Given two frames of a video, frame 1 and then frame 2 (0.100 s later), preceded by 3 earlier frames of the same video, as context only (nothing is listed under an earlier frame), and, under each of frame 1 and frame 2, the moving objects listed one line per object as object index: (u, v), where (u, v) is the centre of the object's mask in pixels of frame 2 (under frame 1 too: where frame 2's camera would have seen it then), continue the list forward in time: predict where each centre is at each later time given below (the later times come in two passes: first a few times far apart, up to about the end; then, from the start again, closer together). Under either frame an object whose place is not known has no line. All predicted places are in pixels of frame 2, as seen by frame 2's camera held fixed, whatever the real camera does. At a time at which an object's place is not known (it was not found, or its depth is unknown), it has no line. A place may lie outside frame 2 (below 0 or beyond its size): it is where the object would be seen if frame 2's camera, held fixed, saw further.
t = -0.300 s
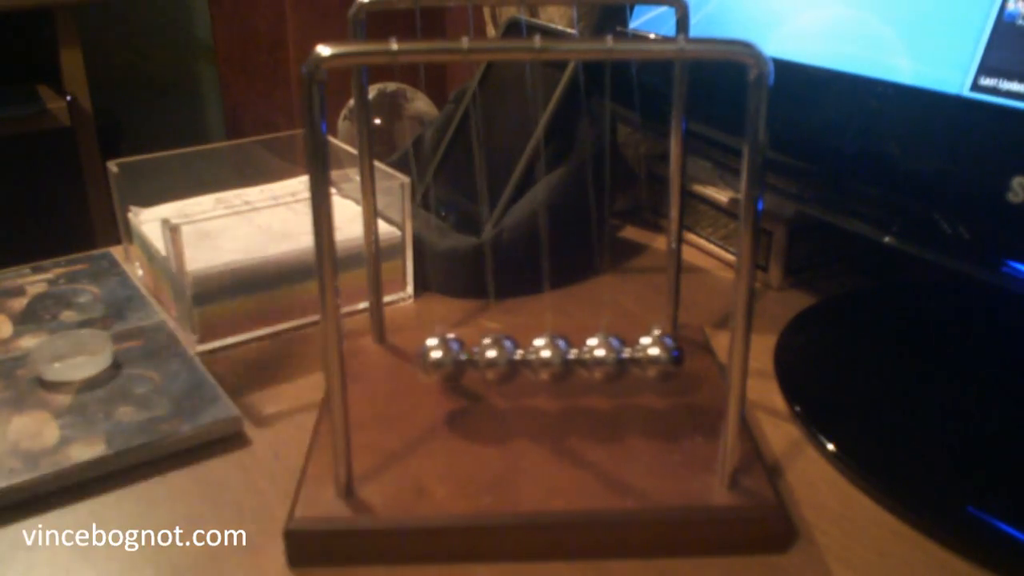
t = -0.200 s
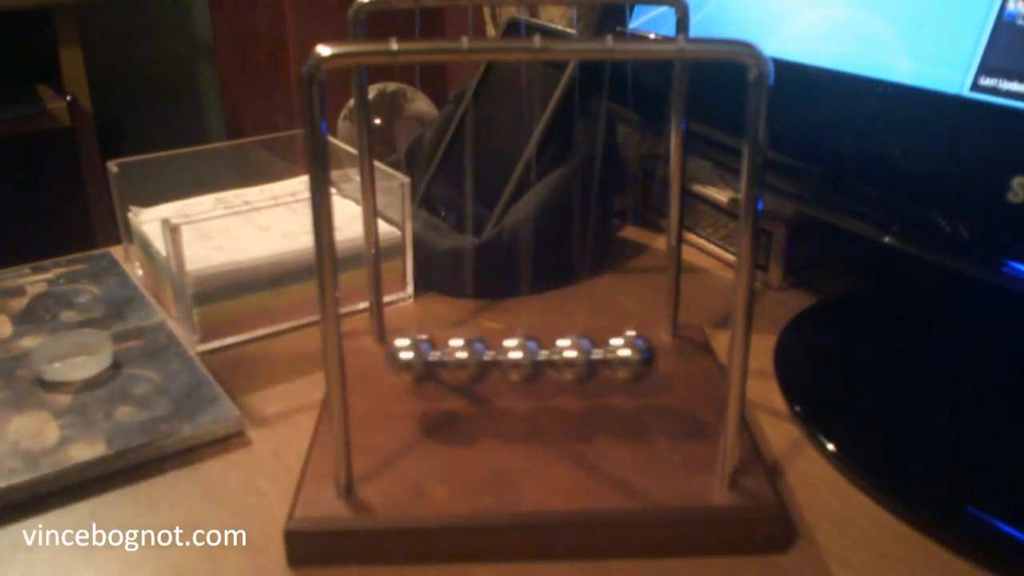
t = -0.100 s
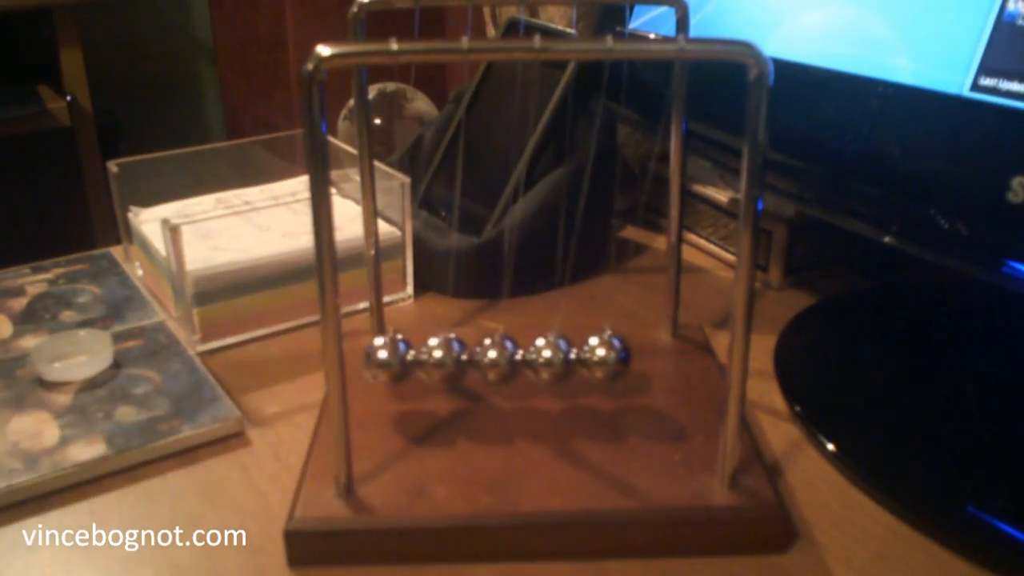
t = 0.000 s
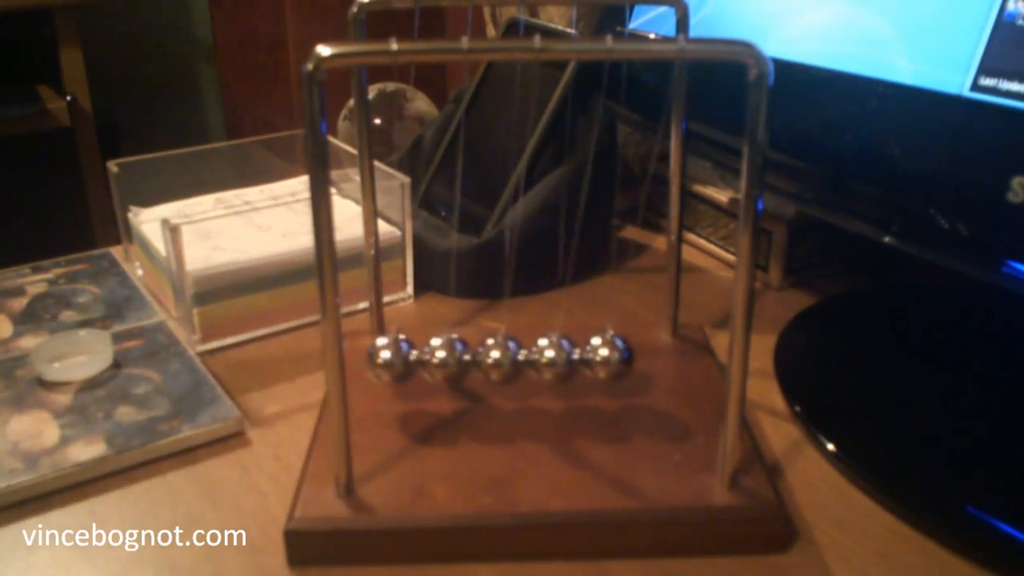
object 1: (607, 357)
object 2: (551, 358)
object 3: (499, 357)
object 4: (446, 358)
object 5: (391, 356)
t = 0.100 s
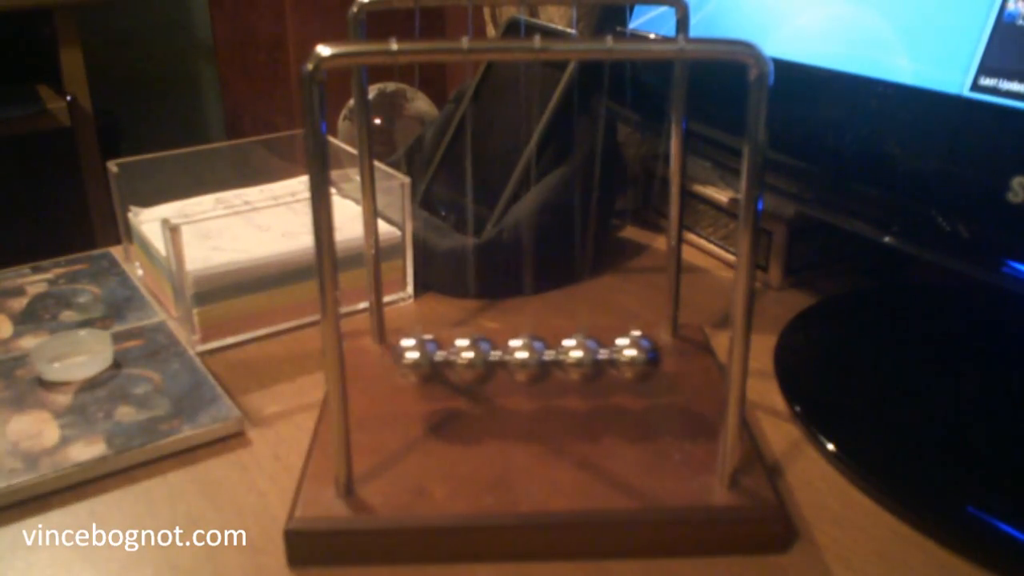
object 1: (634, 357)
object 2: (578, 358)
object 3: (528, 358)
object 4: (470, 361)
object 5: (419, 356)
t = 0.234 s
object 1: (665, 355)
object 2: (610, 356)
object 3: (557, 356)
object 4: (505, 356)
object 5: (451, 356)
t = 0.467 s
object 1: (623, 357)
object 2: (568, 358)
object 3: (516, 358)
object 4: (461, 359)
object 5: (409, 355)
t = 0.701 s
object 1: (619, 357)
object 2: (563, 358)
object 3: (511, 358)
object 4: (456, 360)
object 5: (403, 356)
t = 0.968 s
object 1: (662, 355)
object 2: (607, 356)
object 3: (555, 356)
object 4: (502, 356)
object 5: (447, 355)
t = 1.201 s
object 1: (605, 356)
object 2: (550, 358)
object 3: (498, 358)
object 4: (444, 359)
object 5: (391, 357)
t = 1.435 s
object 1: (643, 356)
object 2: (588, 358)
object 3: (536, 358)
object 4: (479, 361)
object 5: (431, 356)
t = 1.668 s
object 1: (652, 355)
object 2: (596, 357)
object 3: (544, 358)
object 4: (491, 358)
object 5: (437, 355)
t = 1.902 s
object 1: (603, 356)
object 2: (549, 358)
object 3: (496, 358)
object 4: (442, 358)
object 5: (388, 351)
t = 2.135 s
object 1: (655, 355)
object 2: (600, 357)
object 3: (549, 357)
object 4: (494, 358)
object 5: (442, 354)
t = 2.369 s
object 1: (638, 356)
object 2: (582, 358)
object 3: (531, 358)
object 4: (477, 358)
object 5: (423, 353)
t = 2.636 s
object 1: (615, 357)
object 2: (559, 359)
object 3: (508, 358)
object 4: (455, 358)
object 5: (401, 356)
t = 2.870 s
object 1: (664, 355)
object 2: (609, 356)
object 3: (557, 357)
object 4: (504, 356)
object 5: (450, 357)
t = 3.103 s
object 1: (615, 357)
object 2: (560, 359)
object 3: (509, 358)
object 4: (454, 358)
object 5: (401, 356)
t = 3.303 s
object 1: (628, 357)
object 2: (573, 359)
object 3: (521, 359)
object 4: (465, 361)
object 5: (414, 356)
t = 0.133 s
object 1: (644, 356)
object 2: (589, 358)
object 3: (537, 358)
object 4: (480, 362)
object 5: (431, 356)
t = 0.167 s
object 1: (654, 356)
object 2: (598, 357)
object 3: (546, 357)
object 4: (490, 360)
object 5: (440, 356)
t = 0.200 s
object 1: (660, 355)
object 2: (605, 356)
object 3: (553, 357)
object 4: (500, 356)
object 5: (446, 356)
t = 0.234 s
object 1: (665, 355)
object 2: (610, 356)
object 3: (557, 356)
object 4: (505, 356)
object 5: (451, 356)
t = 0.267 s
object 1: (666, 354)
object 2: (612, 356)
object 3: (559, 356)
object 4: (507, 356)
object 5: (452, 356)
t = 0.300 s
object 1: (665, 355)
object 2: (610, 356)
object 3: (557, 356)
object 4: (505, 356)
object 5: (450, 356)
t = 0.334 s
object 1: (660, 355)
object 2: (605, 356)
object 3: (552, 357)
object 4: (500, 356)
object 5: (445, 355)
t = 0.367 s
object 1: (653, 355)
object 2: (597, 357)
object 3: (545, 357)
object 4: (493, 357)
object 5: (439, 355)
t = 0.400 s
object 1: (644, 356)
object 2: (588, 358)
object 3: (536, 358)
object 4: (482, 359)
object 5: (431, 354)
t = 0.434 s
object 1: (633, 356)
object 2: (578, 358)
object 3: (525, 358)
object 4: (470, 360)
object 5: (419, 355)
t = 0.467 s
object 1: (623, 357)
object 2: (568, 358)
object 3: (516, 358)
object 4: (461, 359)
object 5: (409, 355)
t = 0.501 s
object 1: (614, 357)
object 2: (559, 358)
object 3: (507, 358)
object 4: (453, 357)
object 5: (399, 356)
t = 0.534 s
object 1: (607, 357)
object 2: (552, 358)
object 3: (500, 358)
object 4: (446, 358)
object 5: (391, 356)
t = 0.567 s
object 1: (603, 357)
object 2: (548, 358)
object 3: (495, 358)
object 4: (441, 358)
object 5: (388, 356)
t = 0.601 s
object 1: (603, 356)
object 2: (547, 358)
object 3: (495, 358)
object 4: (441, 358)
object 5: (387, 356)
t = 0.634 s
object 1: (605, 356)
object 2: (550, 358)
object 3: (497, 358)
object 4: (444, 359)
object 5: (390, 356)
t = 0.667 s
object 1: (611, 357)
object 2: (555, 358)
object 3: (503, 358)
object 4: (450, 359)
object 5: (395, 356)
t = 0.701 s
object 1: (619, 357)
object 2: (563, 358)
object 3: (511, 358)
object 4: (456, 360)
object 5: (403, 356)
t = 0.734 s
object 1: (628, 357)
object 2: (573, 359)
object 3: (521, 358)
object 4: (466, 360)
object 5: (415, 356)
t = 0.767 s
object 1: (639, 356)
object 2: (584, 358)
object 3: (532, 358)
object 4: (476, 361)
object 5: (424, 356)
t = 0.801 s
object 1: (648, 356)
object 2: (593, 358)
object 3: (542, 358)
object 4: (484, 361)
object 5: (435, 356)
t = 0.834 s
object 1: (656, 355)
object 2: (601, 357)
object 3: (550, 357)
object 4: (495, 357)
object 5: (442, 355)
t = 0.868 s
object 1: (662, 355)
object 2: (607, 357)
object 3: (555, 357)
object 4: (502, 357)
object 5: (449, 356)
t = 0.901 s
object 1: (665, 354)
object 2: (611, 356)
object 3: (558, 356)
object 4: (505, 356)
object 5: (451, 355)
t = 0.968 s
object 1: (662, 355)
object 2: (607, 356)
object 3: (555, 356)
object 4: (502, 356)
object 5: (447, 355)
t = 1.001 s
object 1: (656, 355)
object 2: (601, 357)
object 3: (549, 357)
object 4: (496, 357)
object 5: (442, 355)
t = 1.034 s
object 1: (648, 356)
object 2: (593, 357)
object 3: (540, 357)
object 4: (487, 358)
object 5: (434, 356)
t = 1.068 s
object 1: (638, 356)
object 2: (583, 358)
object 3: (531, 358)
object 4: (475, 360)
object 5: (424, 356)
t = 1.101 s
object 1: (628, 357)
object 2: (573, 358)
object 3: (520, 359)
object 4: (464, 359)
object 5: (413, 356)
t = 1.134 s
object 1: (619, 357)
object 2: (563, 358)
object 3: (512, 358)
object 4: (456, 359)
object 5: (404, 357)
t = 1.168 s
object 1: (611, 357)
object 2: (555, 358)
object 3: (504, 358)
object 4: (449, 359)
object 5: (396, 357)
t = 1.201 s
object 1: (605, 356)
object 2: (550, 358)
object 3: (498, 358)
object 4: (444, 359)
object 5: (391, 357)
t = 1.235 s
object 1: (603, 356)
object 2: (548, 358)
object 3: (495, 358)
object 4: (441, 358)
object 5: (388, 356)
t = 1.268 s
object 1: (604, 356)
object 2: (549, 358)
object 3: (496, 358)
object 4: (443, 358)
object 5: (389, 356)
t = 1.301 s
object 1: (608, 356)
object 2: (553, 358)
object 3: (500, 358)
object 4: (446, 359)
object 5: (393, 357)
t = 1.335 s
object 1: (615, 357)
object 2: (559, 359)
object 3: (507, 359)
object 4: (454, 359)
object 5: (400, 357)
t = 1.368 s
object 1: (624, 357)
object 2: (568, 358)
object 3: (516, 358)
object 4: (461, 361)
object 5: (408, 357)
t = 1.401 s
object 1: (633, 357)
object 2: (578, 359)
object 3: (526, 358)
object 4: (470, 361)
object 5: (419, 356)
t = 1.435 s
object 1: (643, 356)
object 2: (588, 358)
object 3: (536, 358)
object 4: (479, 361)
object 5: (431, 356)
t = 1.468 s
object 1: (652, 356)
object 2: (596, 358)
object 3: (545, 358)
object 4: (491, 358)
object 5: (439, 355)
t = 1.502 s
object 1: (659, 355)
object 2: (604, 357)
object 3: (552, 357)
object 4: (499, 357)
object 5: (445, 356)
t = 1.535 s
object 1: (663, 355)
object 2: (609, 356)
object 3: (557, 357)
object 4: (504, 357)
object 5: (450, 355)
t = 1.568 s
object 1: (665, 354)
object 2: (610, 356)
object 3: (558, 356)
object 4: (505, 356)
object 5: (451, 355)
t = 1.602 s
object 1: (663, 355)
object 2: (609, 356)
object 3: (557, 357)
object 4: (503, 356)
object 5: (450, 356)
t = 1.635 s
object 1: (659, 355)
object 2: (604, 357)
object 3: (552, 357)
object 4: (498, 357)
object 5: (445, 355)
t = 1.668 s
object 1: (652, 355)
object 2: (596, 357)
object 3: (544, 358)
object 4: (491, 358)
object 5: (437, 355)
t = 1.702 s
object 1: (642, 356)
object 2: (588, 357)
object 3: (536, 358)
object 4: (482, 358)
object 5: (432, 354)
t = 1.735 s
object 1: (633, 356)
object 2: (577, 359)
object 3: (525, 358)
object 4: (470, 360)
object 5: (420, 354)
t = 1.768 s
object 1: (624, 357)
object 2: (567, 358)
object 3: (515, 357)
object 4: (460, 359)
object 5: (407, 353)
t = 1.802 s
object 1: (615, 357)
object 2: (559, 359)
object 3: (507, 358)
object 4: (453, 357)
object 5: (401, 355)
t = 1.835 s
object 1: (607, 357)
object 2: (553, 358)
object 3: (500, 358)
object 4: (447, 357)
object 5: (394, 355)
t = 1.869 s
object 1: (604, 356)
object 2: (549, 358)
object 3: (496, 358)
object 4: (443, 358)
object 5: (389, 352)
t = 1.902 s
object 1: (603, 356)
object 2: (549, 358)
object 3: (496, 358)
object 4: (442, 358)
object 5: (388, 351)
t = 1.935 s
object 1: (606, 356)
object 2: (551, 357)
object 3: (498, 358)
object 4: (445, 358)
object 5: (390, 352)
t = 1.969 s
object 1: (611, 356)
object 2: (556, 358)
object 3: (504, 358)
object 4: (450, 358)
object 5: (395, 352)
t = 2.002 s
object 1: (619, 357)
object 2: (564, 358)
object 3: (511, 358)
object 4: (456, 359)
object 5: (404, 354)
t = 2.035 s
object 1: (628, 356)
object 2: (573, 359)
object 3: (521, 358)
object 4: (465, 361)
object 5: (413, 355)
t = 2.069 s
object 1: (638, 356)
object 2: (583, 358)
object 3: (531, 358)
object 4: (474, 360)
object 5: (422, 353)
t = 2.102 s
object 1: (648, 356)
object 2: (592, 358)
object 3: (541, 357)
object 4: (483, 361)
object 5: (432, 352)
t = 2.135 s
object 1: (655, 355)
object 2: (600, 357)
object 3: (549, 357)
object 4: (494, 358)
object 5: (442, 354)
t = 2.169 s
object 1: (661, 355)
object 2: (606, 356)
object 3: (554, 357)
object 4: (501, 356)
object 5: (447, 355)
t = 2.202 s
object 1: (664, 354)
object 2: (609, 356)
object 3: (556, 357)
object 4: (504, 356)
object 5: (450, 355)
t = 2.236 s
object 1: (664, 354)
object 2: (609, 356)
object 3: (556, 356)
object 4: (504, 356)
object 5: (449, 355)
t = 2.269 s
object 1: (660, 355)
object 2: (606, 357)
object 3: (554, 357)
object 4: (501, 356)
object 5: (446, 356)
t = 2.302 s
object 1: (655, 355)
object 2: (600, 357)
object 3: (548, 357)
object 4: (495, 357)
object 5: (441, 355)
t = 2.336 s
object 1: (647, 356)
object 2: (592, 357)
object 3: (540, 357)
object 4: (487, 357)
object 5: (434, 355)
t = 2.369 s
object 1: (638, 356)
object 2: (582, 358)
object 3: (531, 358)
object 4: (477, 358)
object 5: (423, 353)
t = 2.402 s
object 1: (628, 357)
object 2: (573, 359)
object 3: (521, 358)
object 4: (466, 358)
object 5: (414, 354)
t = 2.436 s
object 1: (619, 357)
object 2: (563, 358)
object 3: (512, 358)
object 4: (457, 358)
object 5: (405, 354)
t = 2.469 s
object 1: (611, 357)
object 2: (556, 358)
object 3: (504, 358)
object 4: (450, 358)
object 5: (396, 356)
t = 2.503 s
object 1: (606, 357)
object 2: (551, 358)
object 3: (499, 357)
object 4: (445, 358)
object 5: (391, 356)
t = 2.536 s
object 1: (604, 356)
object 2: (549, 358)
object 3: (497, 358)
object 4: (443, 358)
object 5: (389, 356)
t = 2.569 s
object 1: (605, 356)
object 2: (550, 358)
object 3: (498, 358)
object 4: (444, 359)
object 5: (390, 356)
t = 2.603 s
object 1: (609, 357)
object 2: (553, 358)
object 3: (501, 358)
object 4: (448, 358)
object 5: (394, 356)
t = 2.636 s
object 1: (615, 357)
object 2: (559, 359)
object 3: (508, 358)
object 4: (455, 358)
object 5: (401, 356)
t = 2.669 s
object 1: (624, 357)
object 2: (568, 359)
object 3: (517, 358)
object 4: (461, 360)
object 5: (409, 357)
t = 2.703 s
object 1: (633, 357)
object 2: (578, 359)
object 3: (527, 358)
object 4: (470, 360)
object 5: (419, 356)
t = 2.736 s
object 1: (643, 357)
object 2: (587, 358)
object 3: (536, 358)
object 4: (479, 360)
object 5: (429, 356)
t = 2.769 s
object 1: (651, 356)
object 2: (596, 358)
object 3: (545, 357)
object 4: (490, 358)
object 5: (438, 356)
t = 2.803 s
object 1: (658, 355)
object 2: (603, 357)
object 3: (551, 357)
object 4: (498, 357)
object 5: (444, 356)
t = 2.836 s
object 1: (662, 355)
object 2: (607, 357)
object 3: (555, 357)
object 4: (503, 357)
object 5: (449, 356)
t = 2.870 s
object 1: (664, 355)
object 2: (609, 356)
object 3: (557, 357)
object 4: (504, 356)
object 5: (450, 357)
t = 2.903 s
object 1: (662, 354)
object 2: (607, 356)
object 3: (555, 357)
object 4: (503, 356)
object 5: (448, 357)
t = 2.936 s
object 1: (658, 355)
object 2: (603, 357)
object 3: (551, 357)
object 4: (499, 357)
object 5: (444, 356)
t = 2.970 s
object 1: (651, 356)
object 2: (596, 357)
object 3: (544, 357)
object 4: (491, 357)
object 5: (437, 357)
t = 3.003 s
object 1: (643, 356)
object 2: (587, 358)
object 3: (536, 358)
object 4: (482, 358)
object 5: (430, 357)
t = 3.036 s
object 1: (633, 357)
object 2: (578, 358)
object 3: (526, 357)
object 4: (471, 359)
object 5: (419, 356)
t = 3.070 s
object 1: (623, 357)
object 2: (568, 358)
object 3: (517, 357)
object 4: (462, 359)
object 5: (410, 356)
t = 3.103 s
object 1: (615, 357)
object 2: (560, 359)
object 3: (509, 358)
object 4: (454, 358)
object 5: (401, 356)
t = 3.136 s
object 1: (609, 357)
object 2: (554, 358)
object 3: (502, 358)
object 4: (447, 358)
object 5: (395, 356)
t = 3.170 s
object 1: (605, 357)
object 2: (550, 358)
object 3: (498, 358)
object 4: (443, 358)
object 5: (391, 356)
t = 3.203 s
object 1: (605, 357)
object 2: (549, 357)
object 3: (497, 358)
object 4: (443, 358)
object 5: (390, 356)
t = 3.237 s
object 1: (606, 357)
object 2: (552, 358)
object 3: (500, 358)
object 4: (445, 358)
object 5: (392, 356)
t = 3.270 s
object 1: (612, 357)
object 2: (557, 358)
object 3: (505, 358)
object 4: (450, 358)
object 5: (397, 356)
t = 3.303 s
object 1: (628, 357)
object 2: (573, 359)
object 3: (521, 359)
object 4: (465, 361)
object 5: (414, 356)
